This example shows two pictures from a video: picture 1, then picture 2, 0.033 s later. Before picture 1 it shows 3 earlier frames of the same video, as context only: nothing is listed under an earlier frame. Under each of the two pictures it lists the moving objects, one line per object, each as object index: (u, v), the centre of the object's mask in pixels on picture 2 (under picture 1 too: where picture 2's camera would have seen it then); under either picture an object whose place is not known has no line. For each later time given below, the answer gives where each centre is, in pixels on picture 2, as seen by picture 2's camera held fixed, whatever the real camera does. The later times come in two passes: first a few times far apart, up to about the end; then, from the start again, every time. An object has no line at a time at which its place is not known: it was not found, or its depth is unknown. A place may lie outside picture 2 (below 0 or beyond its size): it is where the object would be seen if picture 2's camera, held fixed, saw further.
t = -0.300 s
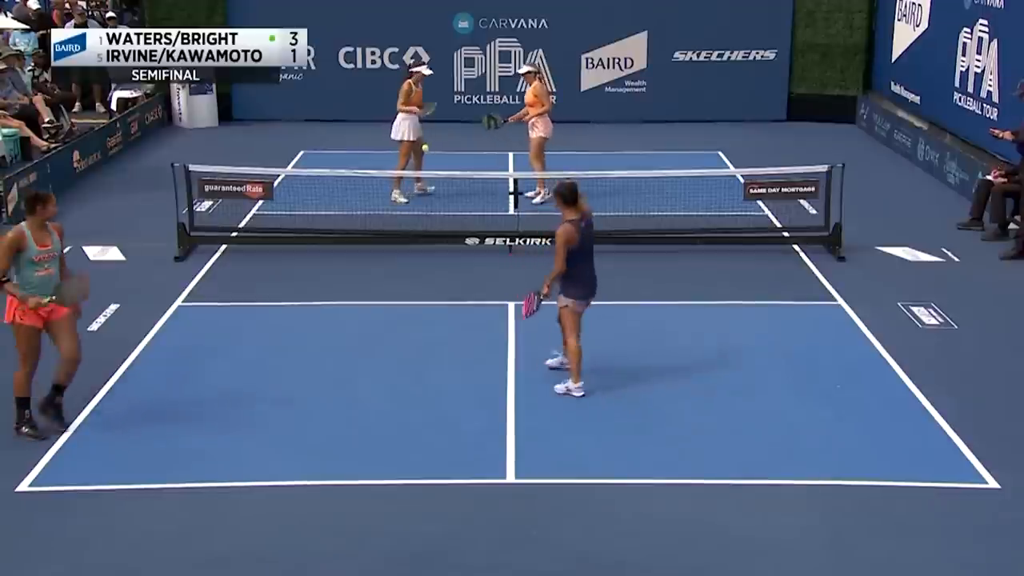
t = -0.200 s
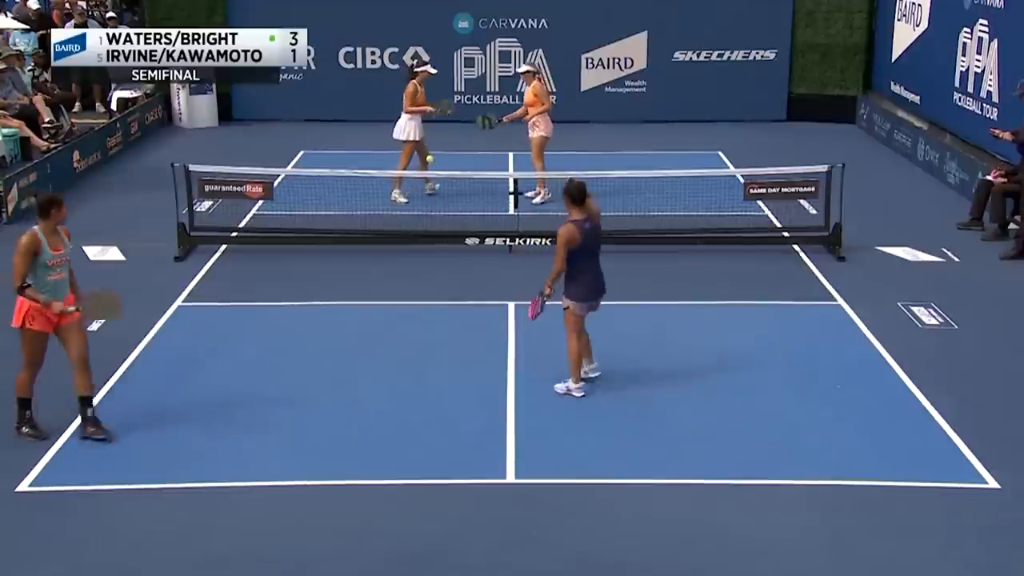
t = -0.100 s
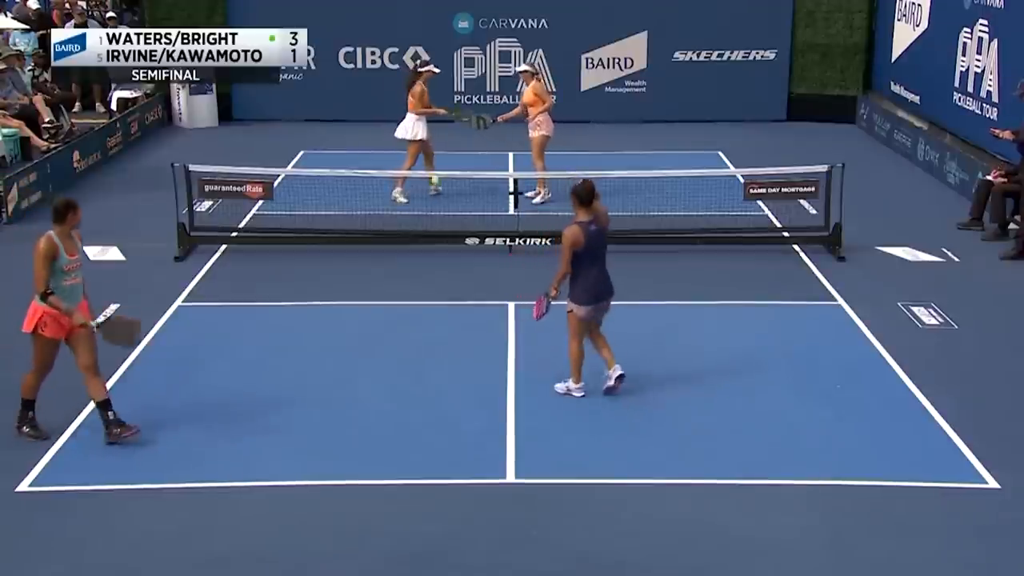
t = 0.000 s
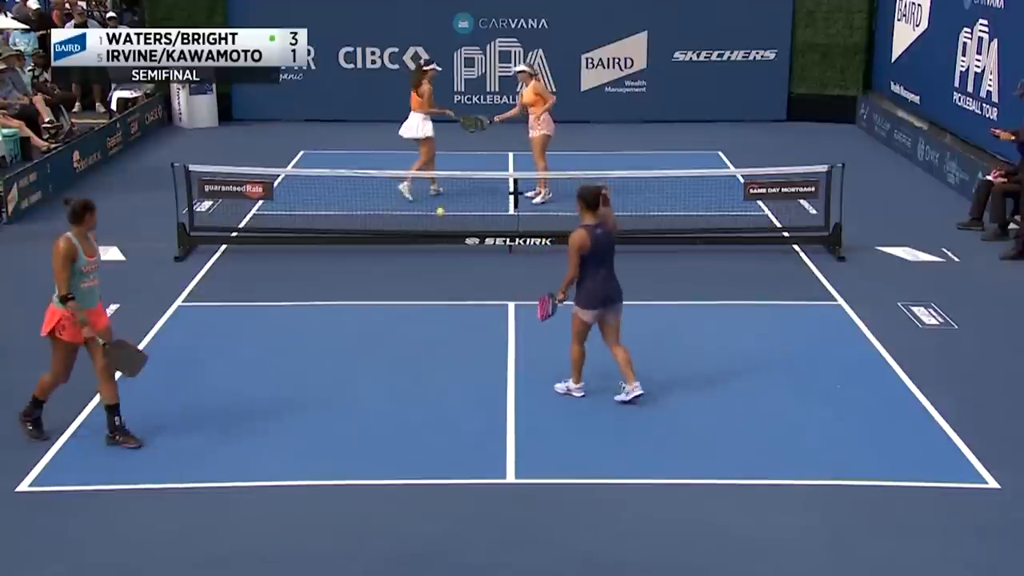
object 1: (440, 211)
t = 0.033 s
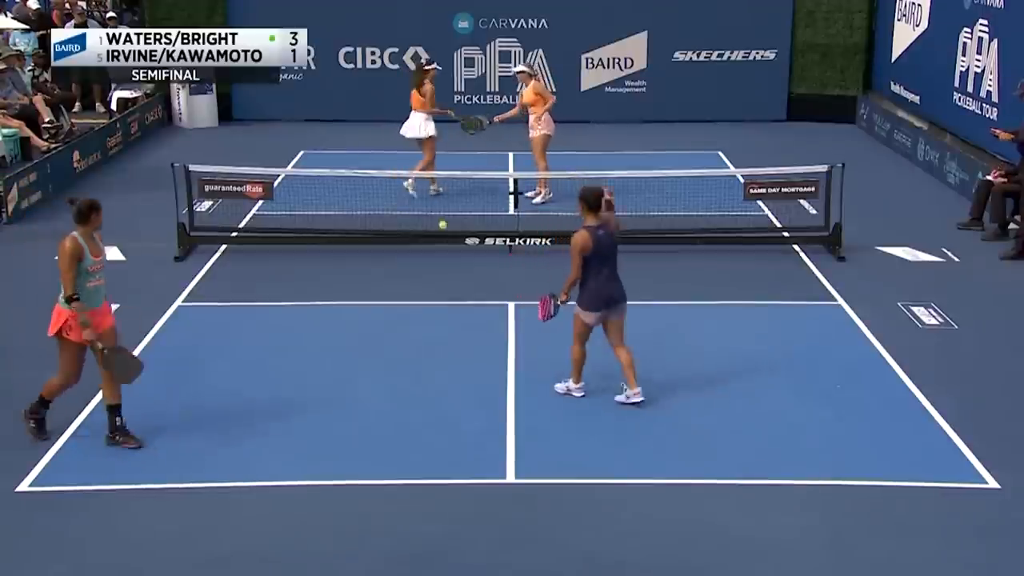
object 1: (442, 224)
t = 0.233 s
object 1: (455, 298)
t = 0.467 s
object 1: (469, 282)
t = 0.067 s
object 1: (444, 239)
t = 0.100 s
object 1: (447, 254)
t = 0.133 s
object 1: (449, 272)
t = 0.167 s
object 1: (452, 290)
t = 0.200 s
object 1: (454, 305)
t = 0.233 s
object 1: (455, 298)
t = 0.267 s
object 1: (457, 292)
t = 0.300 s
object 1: (459, 287)
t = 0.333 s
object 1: (461, 284)
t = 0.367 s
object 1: (463, 281)
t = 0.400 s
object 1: (465, 281)
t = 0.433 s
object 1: (467, 281)
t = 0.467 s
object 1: (469, 282)
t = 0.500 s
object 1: (472, 285)
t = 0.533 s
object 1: (474, 289)
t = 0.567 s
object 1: (476, 295)
